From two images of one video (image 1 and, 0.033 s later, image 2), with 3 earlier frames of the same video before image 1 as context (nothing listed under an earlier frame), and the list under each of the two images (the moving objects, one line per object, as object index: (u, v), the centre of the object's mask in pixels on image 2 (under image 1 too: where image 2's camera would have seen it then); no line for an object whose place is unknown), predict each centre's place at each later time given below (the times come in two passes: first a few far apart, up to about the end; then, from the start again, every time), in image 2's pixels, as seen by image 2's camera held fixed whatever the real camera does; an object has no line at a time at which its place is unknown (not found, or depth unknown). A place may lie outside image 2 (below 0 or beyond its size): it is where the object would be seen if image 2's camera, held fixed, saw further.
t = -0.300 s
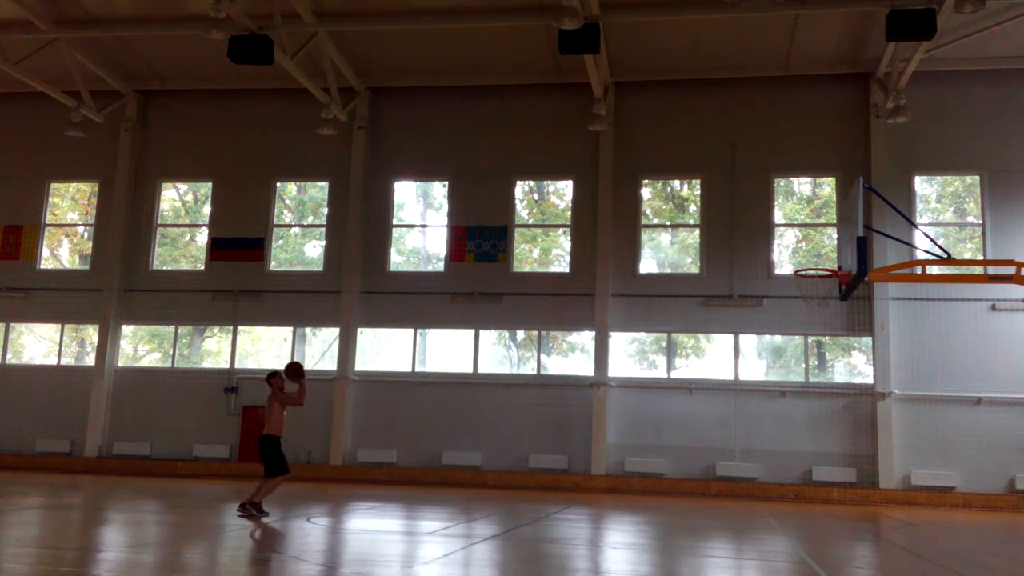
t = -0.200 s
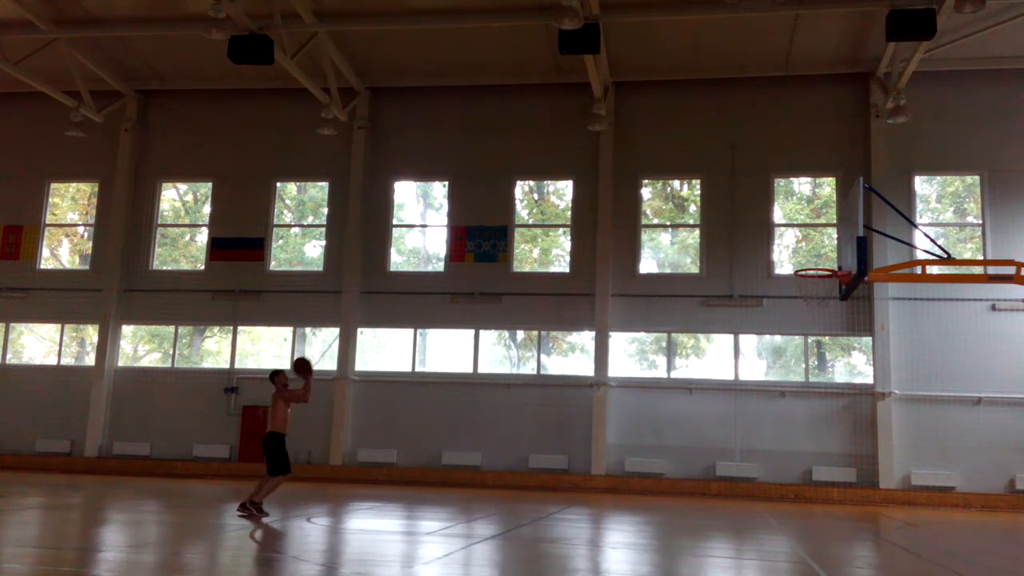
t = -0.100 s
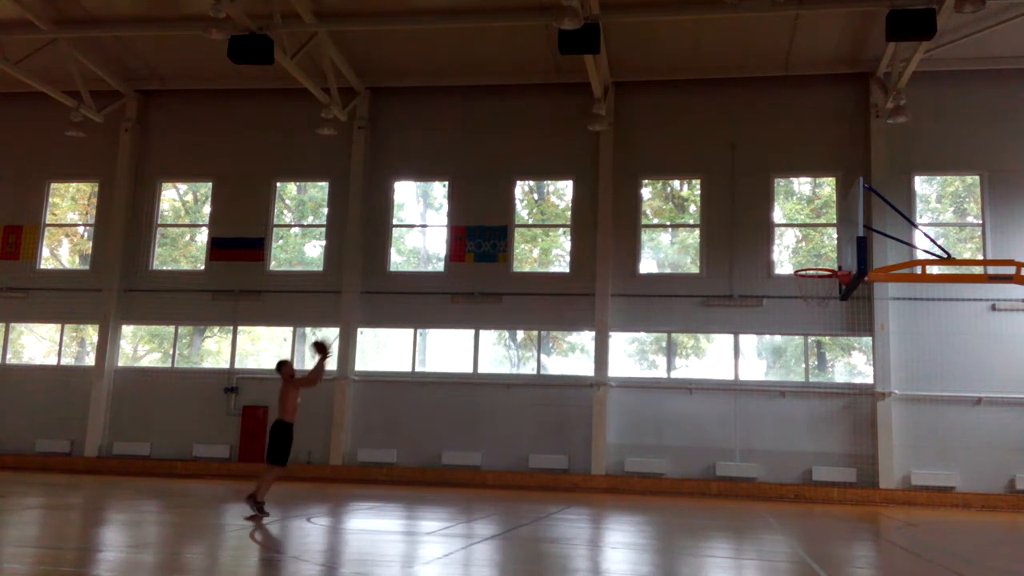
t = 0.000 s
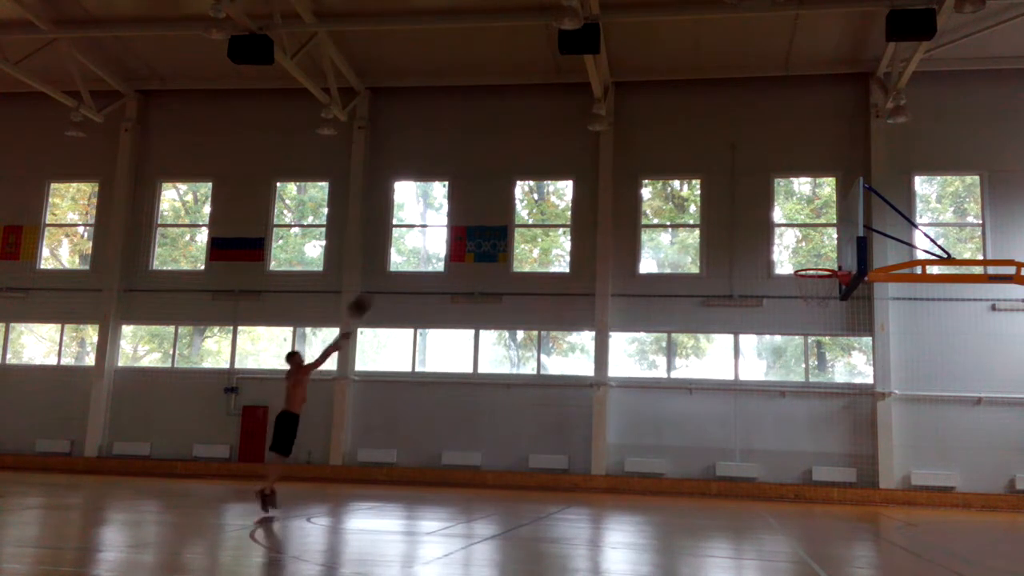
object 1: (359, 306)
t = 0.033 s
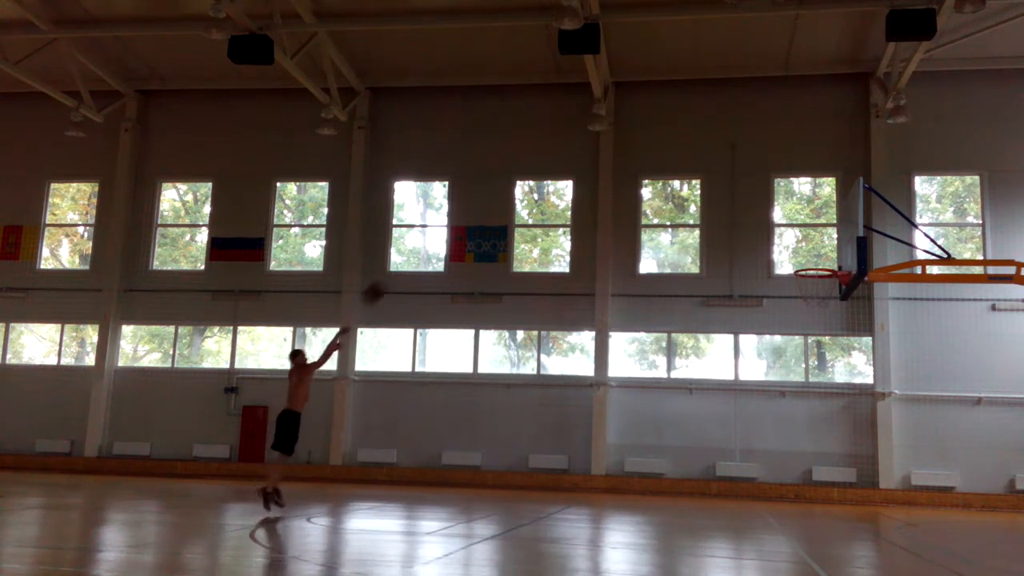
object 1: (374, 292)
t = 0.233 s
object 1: (464, 222)
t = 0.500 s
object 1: (580, 183)
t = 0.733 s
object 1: (680, 190)
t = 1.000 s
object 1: (799, 249)
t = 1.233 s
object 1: (800, 287)
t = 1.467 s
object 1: (793, 307)
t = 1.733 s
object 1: (784, 387)
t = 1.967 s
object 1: (778, 509)
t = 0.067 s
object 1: (389, 280)
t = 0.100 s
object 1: (404, 267)
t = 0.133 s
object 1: (420, 255)
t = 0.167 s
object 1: (433, 248)
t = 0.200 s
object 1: (452, 235)
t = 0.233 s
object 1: (464, 222)
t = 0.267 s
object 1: (478, 218)
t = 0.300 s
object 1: (493, 211)
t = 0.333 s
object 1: (507, 204)
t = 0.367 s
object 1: (523, 199)
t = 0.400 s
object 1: (537, 192)
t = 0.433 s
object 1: (551, 189)
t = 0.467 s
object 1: (564, 186)
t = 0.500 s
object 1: (580, 183)
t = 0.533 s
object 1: (593, 182)
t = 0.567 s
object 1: (608, 181)
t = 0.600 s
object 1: (623, 181)
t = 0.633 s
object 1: (636, 182)
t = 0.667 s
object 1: (651, 183)
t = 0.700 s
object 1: (666, 187)
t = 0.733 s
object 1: (680, 190)
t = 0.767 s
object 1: (695, 194)
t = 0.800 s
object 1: (709, 199)
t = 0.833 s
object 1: (725, 206)
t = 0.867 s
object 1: (739, 213)
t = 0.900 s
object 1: (754, 220)
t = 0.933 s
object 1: (767, 229)
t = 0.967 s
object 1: (783, 239)
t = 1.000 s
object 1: (799, 249)
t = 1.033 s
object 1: (816, 261)
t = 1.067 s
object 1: (822, 273)
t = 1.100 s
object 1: (814, 282)
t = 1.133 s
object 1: (806, 288)
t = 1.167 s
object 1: (803, 289)
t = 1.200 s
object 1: (801, 288)
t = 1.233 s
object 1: (800, 287)
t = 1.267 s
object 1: (799, 287)
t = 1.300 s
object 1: (798, 288)
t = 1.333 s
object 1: (797, 289)
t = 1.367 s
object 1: (796, 293)
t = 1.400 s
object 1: (795, 297)
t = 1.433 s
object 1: (794, 301)
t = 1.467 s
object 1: (793, 307)
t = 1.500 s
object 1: (792, 313)
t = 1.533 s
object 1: (791, 321)
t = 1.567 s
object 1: (789, 329)
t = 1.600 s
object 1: (788, 338)
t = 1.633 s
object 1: (787, 349)
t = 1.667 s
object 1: (786, 360)
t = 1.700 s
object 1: (785, 373)
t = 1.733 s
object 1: (784, 387)
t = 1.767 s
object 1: (784, 401)
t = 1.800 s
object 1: (783, 416)
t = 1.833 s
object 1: (782, 432)
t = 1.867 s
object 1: (781, 450)
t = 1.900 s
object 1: (779, 468)
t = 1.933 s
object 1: (778, 488)
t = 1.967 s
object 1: (778, 509)
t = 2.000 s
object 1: (777, 525)
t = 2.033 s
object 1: (777, 513)
